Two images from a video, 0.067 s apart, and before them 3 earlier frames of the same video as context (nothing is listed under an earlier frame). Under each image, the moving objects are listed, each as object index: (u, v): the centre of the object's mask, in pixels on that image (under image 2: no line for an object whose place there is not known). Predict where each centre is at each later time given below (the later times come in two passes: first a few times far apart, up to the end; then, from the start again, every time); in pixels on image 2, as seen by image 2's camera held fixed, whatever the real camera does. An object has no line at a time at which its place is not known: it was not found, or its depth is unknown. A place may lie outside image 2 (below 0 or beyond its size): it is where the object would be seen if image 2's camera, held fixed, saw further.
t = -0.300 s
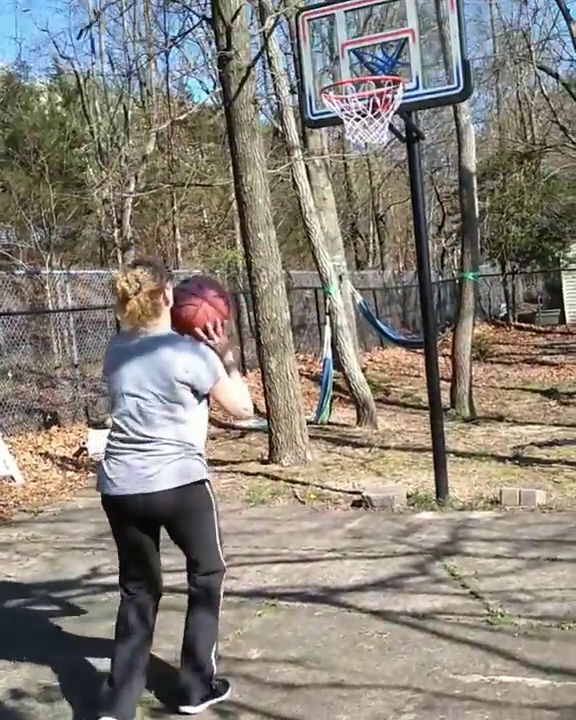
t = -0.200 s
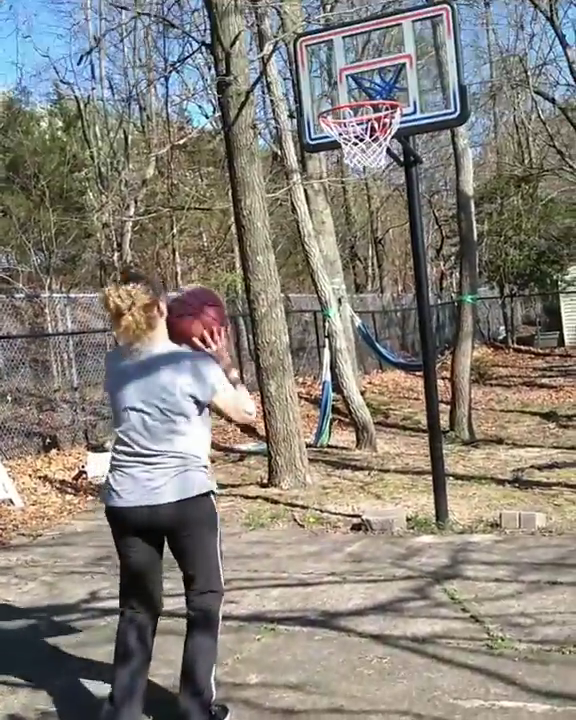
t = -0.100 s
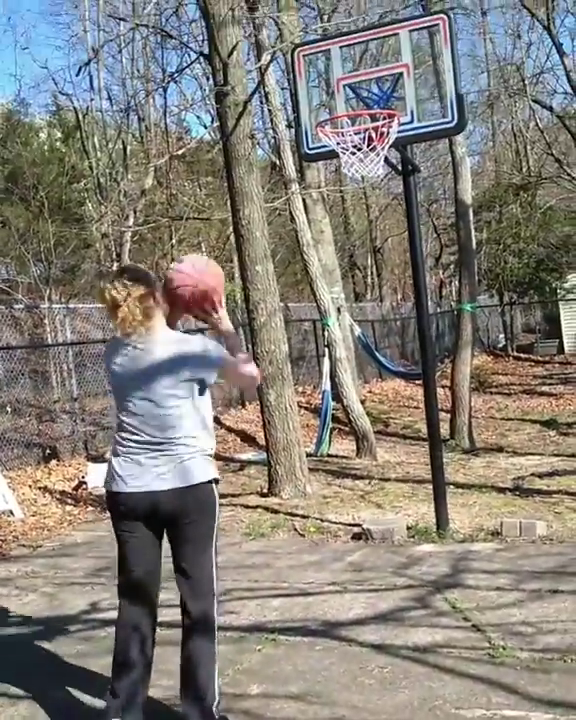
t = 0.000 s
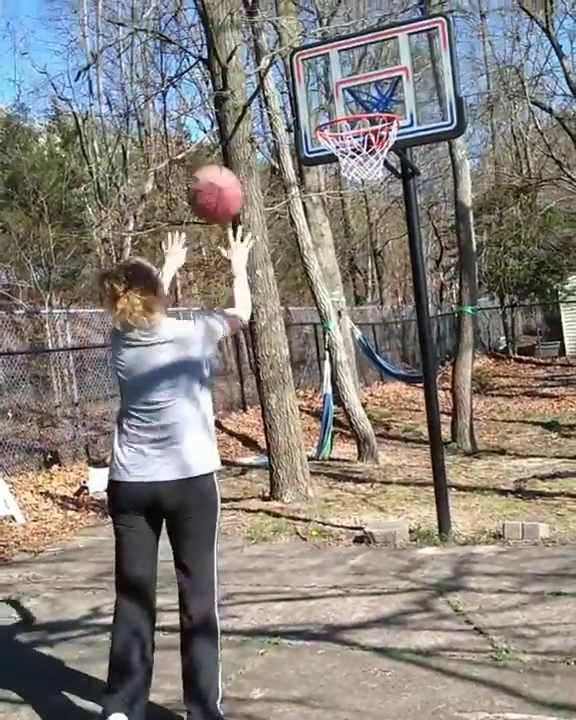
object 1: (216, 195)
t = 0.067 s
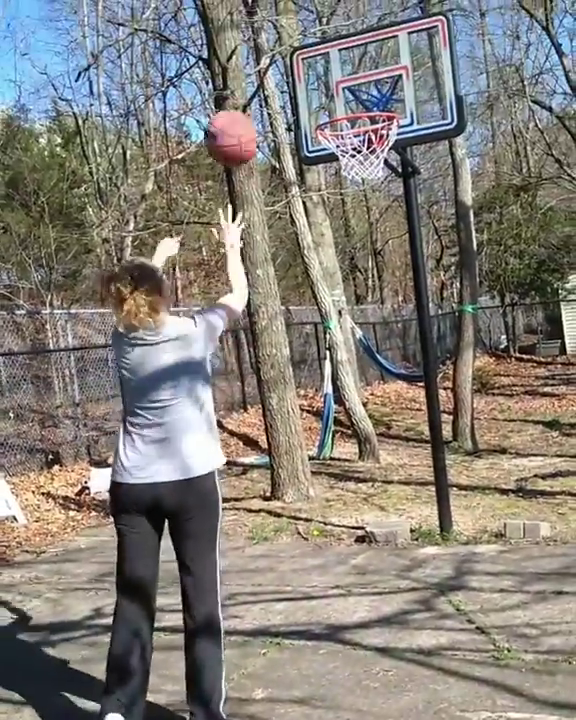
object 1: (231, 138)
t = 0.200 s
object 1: (262, 70)
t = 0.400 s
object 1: (308, 46)
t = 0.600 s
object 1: (352, 92)
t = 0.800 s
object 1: (343, 119)
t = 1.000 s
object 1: (377, 130)
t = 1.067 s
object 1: (369, 139)
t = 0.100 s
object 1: (238, 117)
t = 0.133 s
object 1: (246, 98)
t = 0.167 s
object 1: (255, 82)
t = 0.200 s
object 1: (262, 70)
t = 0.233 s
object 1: (270, 60)
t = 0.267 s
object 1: (278, 53)
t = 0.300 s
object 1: (285, 49)
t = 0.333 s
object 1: (292, 46)
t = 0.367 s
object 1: (300, 46)
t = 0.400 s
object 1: (308, 46)
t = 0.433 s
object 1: (315, 50)
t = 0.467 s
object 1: (323, 54)
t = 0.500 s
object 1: (331, 62)
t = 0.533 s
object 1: (337, 70)
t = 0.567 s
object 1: (343, 79)
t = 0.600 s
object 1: (352, 92)
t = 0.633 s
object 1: (358, 100)
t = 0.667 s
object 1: (356, 108)
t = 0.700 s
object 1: (353, 109)
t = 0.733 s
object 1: (348, 113)
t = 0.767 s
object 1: (345, 115)
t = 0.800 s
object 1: (343, 119)
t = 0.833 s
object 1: (349, 117)
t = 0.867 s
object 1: (359, 116)
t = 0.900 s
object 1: (367, 119)
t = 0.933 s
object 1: (376, 122)
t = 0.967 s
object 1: (378, 125)
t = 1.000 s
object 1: (377, 130)
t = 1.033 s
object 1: (371, 132)
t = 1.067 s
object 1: (369, 139)
